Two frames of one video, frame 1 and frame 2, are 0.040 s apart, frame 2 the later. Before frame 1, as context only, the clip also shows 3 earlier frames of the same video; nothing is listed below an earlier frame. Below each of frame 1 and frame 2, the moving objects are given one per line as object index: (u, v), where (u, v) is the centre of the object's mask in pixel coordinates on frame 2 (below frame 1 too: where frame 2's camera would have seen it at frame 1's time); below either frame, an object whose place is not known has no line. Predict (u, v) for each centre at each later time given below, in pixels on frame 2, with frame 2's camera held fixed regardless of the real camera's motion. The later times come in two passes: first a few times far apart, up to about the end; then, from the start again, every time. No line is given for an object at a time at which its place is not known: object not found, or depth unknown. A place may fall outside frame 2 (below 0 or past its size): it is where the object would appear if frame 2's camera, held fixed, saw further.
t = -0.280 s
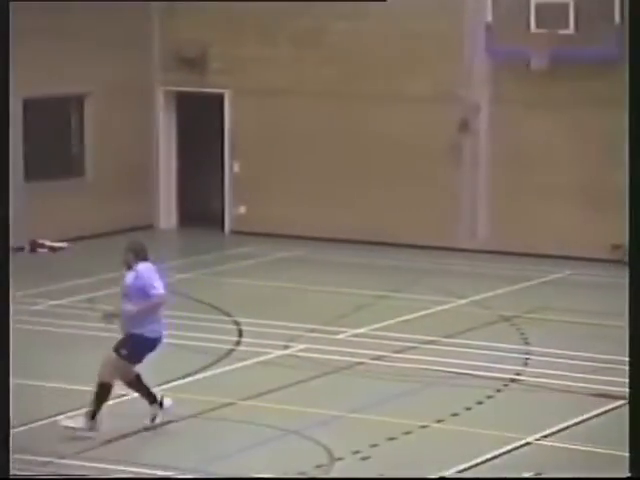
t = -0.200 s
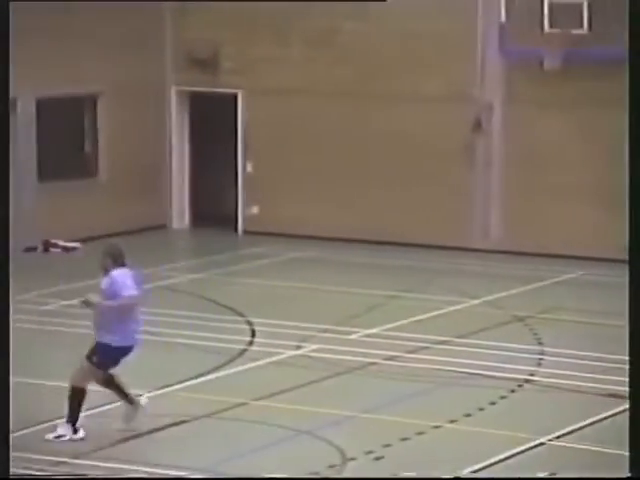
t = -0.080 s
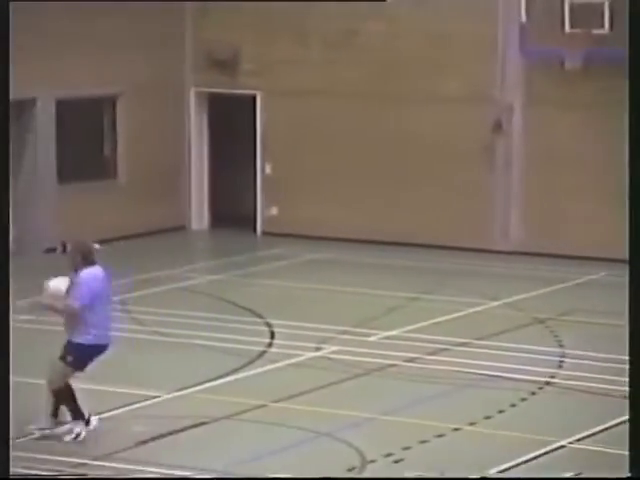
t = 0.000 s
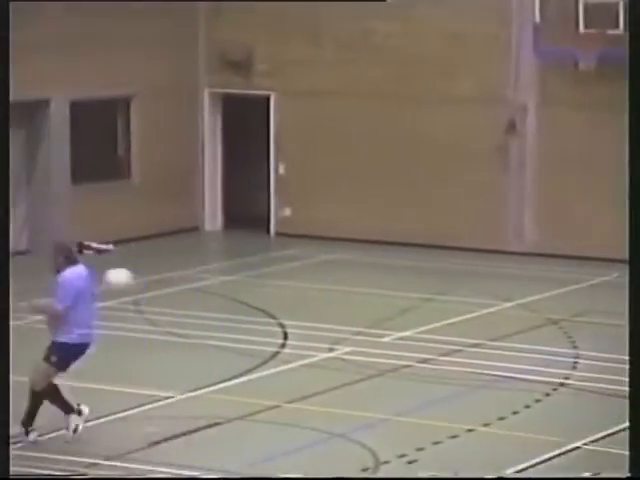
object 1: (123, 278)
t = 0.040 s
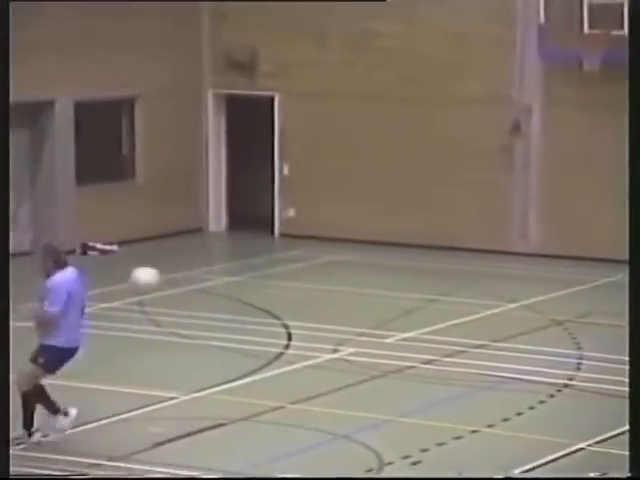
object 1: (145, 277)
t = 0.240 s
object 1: (257, 289)
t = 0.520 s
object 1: (407, 377)
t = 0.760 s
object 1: (462, 374)
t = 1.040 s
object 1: (465, 335)
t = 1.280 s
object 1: (464, 369)
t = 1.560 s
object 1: (470, 370)
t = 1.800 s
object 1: (480, 351)
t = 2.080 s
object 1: (491, 404)
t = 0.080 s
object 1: (168, 276)
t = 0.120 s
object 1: (190, 277)
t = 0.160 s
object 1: (212, 280)
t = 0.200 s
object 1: (234, 284)
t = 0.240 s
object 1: (257, 289)
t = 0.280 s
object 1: (277, 298)
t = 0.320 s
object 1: (299, 307)
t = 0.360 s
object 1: (321, 317)
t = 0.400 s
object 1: (343, 330)
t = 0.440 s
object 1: (365, 344)
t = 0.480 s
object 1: (387, 360)
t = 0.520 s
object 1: (407, 377)
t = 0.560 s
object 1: (428, 395)
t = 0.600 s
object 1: (452, 418)
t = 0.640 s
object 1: (462, 419)
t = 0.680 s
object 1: (463, 401)
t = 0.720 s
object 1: (463, 386)
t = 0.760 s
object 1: (462, 374)
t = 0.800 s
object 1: (464, 363)
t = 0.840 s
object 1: (465, 354)
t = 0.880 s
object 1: (463, 347)
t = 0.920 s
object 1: (464, 340)
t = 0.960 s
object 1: (464, 336)
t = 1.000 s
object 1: (465, 335)
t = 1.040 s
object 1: (465, 335)
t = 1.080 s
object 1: (464, 336)
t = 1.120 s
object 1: (464, 339)
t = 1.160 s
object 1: (464, 344)
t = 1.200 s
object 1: (464, 352)
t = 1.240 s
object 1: (464, 360)
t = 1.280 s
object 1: (464, 369)
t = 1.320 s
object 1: (464, 381)
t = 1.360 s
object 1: (465, 395)
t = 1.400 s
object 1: (465, 412)
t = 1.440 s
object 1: (466, 404)
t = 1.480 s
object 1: (467, 391)
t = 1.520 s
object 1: (468, 380)
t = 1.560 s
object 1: (470, 370)
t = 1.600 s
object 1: (472, 363)
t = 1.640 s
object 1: (473, 357)
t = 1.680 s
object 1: (475, 352)
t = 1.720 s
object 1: (476, 351)
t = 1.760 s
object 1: (478, 350)
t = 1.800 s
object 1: (480, 351)
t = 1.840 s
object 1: (481, 353)
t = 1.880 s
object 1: (483, 356)
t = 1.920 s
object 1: (485, 362)
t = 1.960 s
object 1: (486, 368)
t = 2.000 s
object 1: (488, 379)
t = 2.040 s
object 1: (490, 390)
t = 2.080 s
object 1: (491, 404)
